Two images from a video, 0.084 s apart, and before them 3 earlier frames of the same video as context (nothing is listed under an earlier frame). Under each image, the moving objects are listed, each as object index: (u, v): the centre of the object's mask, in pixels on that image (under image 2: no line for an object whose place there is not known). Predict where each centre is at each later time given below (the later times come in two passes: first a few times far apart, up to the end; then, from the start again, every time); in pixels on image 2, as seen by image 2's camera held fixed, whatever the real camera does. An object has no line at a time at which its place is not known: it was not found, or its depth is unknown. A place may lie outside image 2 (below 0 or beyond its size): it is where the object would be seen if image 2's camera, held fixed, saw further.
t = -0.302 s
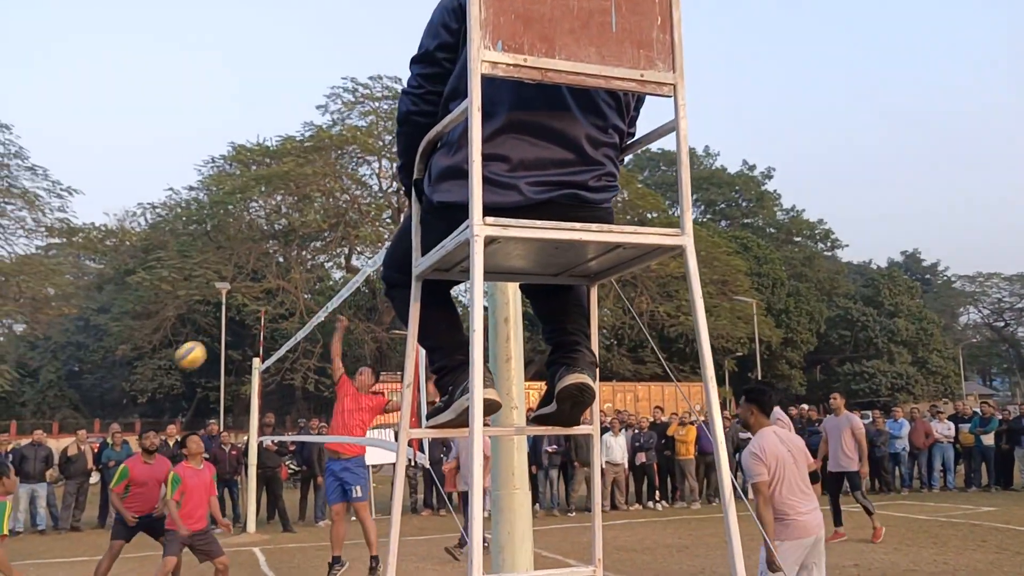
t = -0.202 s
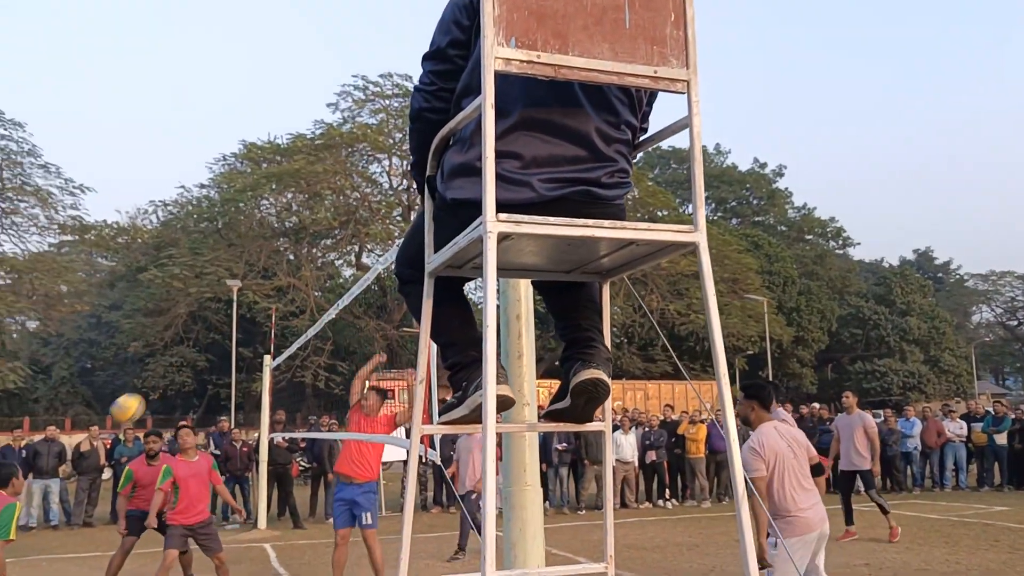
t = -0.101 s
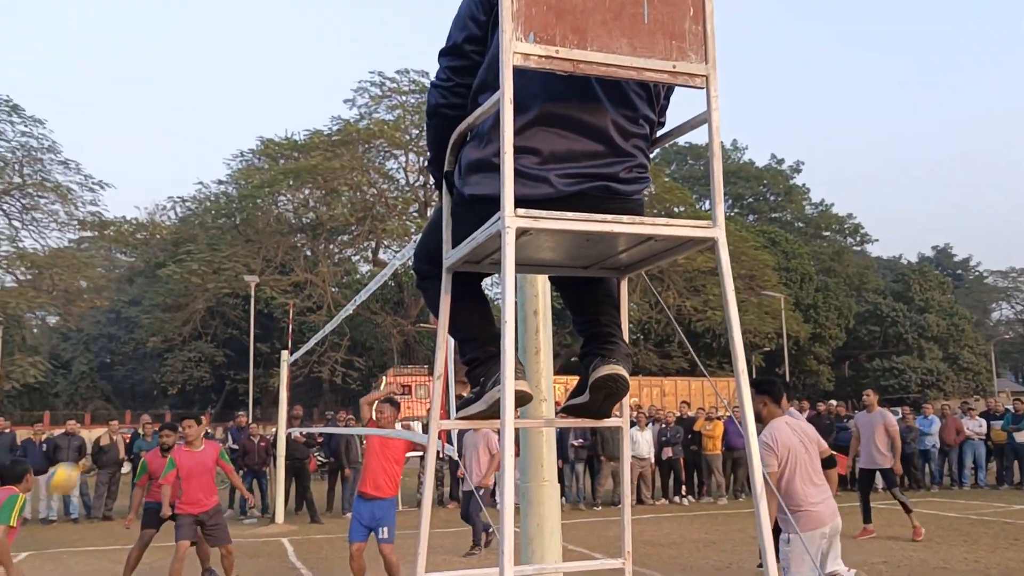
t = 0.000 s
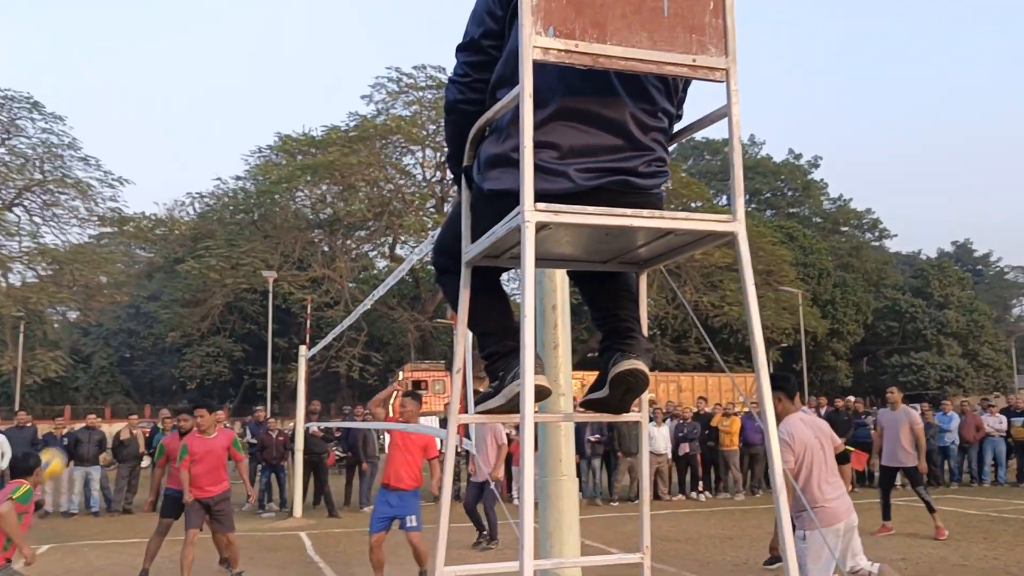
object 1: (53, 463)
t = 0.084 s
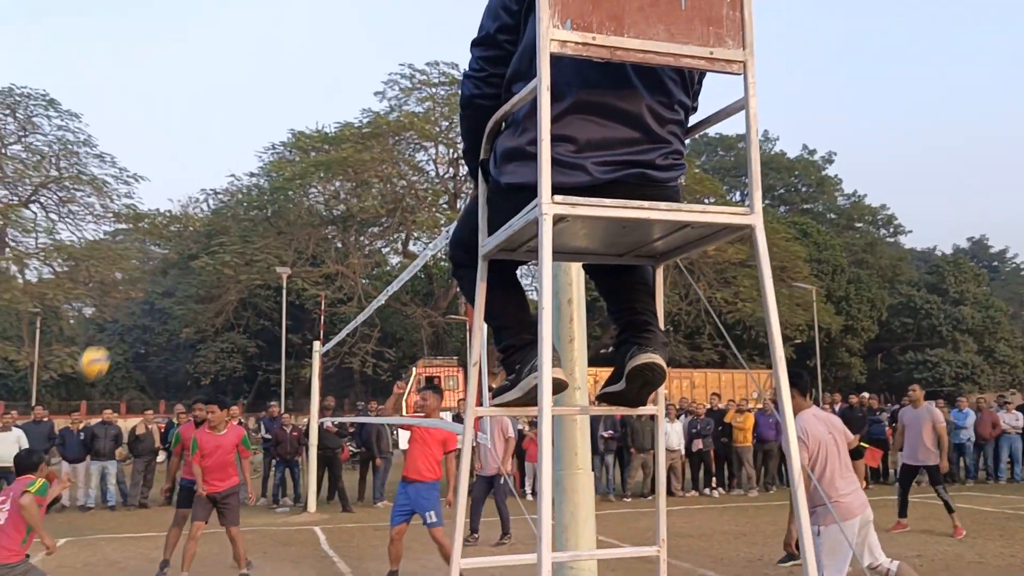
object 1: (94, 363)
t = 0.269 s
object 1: (149, 206)
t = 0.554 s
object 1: (213, 80)
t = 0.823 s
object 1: (258, 53)
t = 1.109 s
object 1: (301, 98)
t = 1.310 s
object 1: (327, 174)
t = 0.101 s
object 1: (99, 345)
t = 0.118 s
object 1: (105, 329)
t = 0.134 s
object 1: (110, 312)
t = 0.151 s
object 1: (116, 296)
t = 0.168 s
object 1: (121, 282)
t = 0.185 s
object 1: (126, 267)
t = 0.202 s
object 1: (131, 252)
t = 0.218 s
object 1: (137, 239)
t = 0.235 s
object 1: (141, 227)
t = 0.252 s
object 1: (145, 216)
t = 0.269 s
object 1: (149, 206)
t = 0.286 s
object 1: (153, 194)
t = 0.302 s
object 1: (158, 183)
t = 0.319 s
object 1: (162, 174)
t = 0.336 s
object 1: (166, 164)
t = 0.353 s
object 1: (170, 155)
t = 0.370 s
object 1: (174, 146)
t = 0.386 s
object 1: (178, 138)
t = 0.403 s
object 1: (182, 131)
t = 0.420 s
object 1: (186, 123)
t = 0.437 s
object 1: (189, 117)
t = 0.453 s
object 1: (193, 110)
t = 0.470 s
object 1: (197, 104)
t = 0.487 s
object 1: (200, 99)
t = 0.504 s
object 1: (204, 93)
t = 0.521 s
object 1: (207, 88)
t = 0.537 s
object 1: (210, 84)
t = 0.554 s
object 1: (213, 80)
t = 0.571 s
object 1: (216, 76)
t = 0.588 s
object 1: (219, 72)
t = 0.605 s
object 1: (222, 68)
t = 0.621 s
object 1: (225, 65)
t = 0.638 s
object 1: (228, 62)
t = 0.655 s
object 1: (231, 60)
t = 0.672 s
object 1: (234, 58)
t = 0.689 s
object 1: (237, 56)
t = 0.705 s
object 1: (240, 55)
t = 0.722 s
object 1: (243, 54)
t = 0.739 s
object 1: (245, 53)
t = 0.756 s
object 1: (248, 53)
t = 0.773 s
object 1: (250, 52)
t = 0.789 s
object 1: (253, 52)
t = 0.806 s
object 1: (256, 53)
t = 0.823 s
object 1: (258, 53)
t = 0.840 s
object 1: (261, 53)
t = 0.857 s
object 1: (263, 54)
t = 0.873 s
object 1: (266, 56)
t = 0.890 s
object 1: (269, 57)
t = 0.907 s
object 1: (271, 59)
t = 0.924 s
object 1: (274, 60)
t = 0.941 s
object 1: (277, 63)
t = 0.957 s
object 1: (279, 65)
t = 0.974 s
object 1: (282, 68)
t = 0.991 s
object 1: (284, 71)
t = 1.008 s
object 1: (286, 74)
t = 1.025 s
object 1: (289, 78)
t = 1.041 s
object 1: (291, 81)
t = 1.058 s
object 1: (293, 85)
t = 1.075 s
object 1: (296, 89)
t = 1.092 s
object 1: (298, 94)
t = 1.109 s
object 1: (301, 98)
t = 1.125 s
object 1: (303, 103)
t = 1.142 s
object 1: (306, 109)
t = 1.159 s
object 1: (308, 114)
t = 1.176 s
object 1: (311, 120)
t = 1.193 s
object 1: (313, 126)
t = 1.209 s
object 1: (315, 132)
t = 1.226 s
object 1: (317, 139)
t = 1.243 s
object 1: (320, 145)
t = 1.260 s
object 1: (321, 152)
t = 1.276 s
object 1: (323, 159)
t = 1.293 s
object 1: (325, 166)
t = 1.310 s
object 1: (327, 174)
